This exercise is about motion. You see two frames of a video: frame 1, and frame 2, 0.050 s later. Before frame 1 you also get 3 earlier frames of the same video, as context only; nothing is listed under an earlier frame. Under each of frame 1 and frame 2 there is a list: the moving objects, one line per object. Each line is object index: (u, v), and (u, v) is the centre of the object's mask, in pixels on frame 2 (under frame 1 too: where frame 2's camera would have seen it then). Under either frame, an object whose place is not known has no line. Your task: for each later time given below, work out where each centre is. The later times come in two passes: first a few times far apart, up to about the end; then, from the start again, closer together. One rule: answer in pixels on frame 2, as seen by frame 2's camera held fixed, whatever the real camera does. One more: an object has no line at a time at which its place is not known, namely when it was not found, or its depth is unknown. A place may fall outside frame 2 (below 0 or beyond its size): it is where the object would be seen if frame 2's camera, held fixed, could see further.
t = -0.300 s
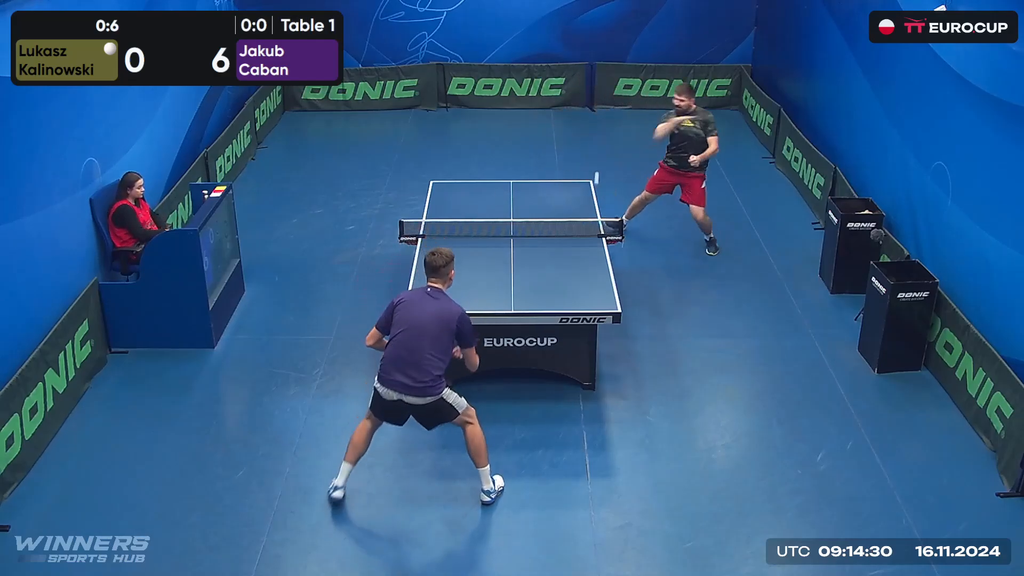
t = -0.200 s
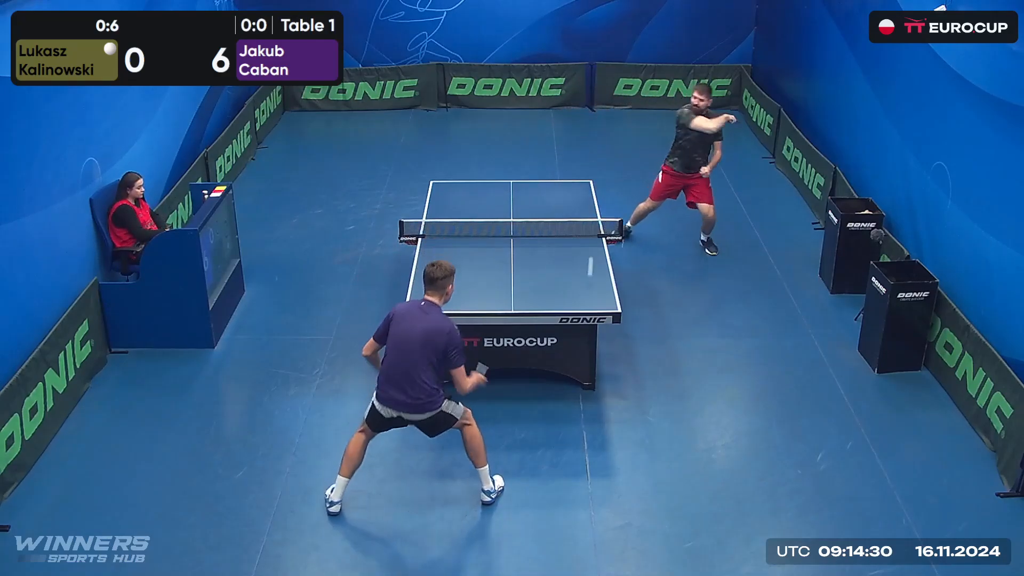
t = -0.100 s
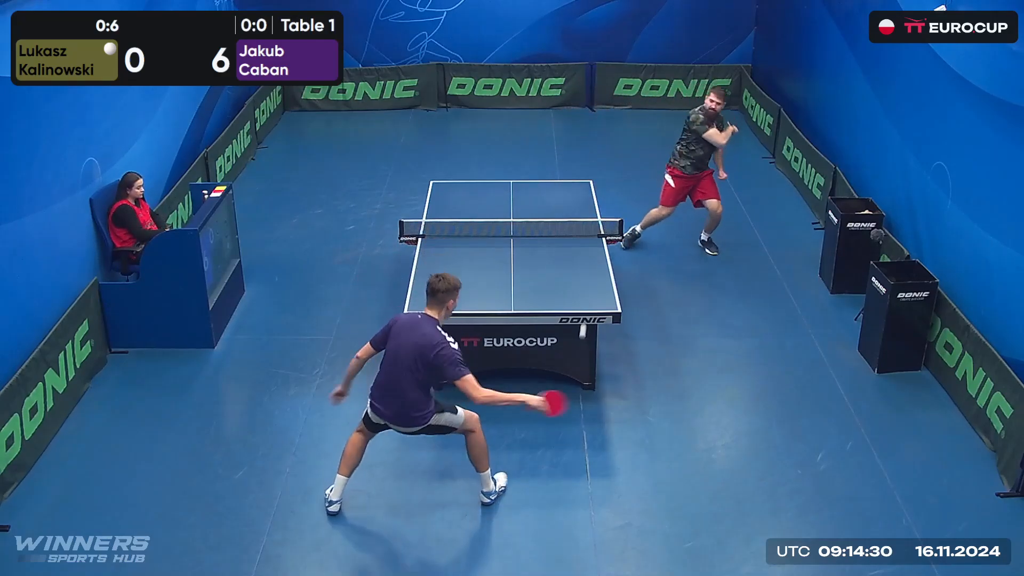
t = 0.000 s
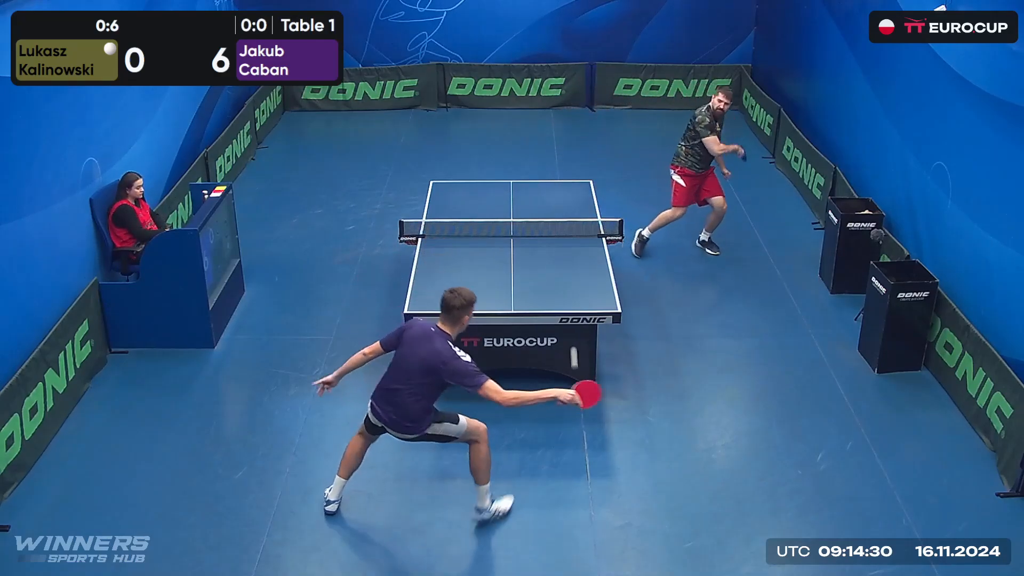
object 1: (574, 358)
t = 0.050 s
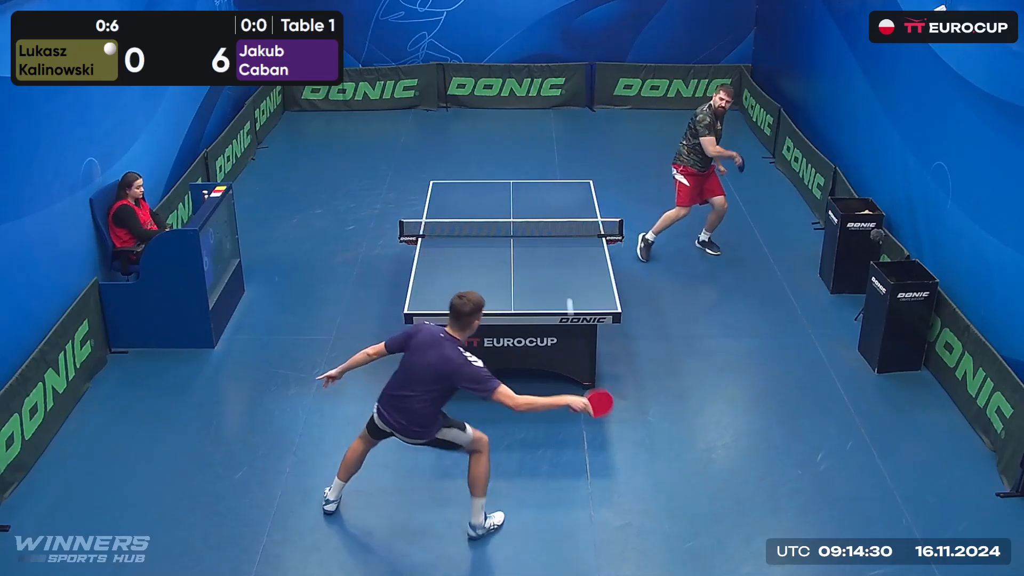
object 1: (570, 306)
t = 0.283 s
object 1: (542, 190)
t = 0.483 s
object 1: (517, 188)
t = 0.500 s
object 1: (515, 190)
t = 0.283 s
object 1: (542, 190)
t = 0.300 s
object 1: (539, 188)
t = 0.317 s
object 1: (537, 186)
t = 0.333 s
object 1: (535, 184)
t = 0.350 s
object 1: (533, 182)
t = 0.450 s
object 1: (521, 184)
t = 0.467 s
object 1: (519, 186)
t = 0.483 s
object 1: (517, 188)
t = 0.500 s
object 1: (515, 190)
